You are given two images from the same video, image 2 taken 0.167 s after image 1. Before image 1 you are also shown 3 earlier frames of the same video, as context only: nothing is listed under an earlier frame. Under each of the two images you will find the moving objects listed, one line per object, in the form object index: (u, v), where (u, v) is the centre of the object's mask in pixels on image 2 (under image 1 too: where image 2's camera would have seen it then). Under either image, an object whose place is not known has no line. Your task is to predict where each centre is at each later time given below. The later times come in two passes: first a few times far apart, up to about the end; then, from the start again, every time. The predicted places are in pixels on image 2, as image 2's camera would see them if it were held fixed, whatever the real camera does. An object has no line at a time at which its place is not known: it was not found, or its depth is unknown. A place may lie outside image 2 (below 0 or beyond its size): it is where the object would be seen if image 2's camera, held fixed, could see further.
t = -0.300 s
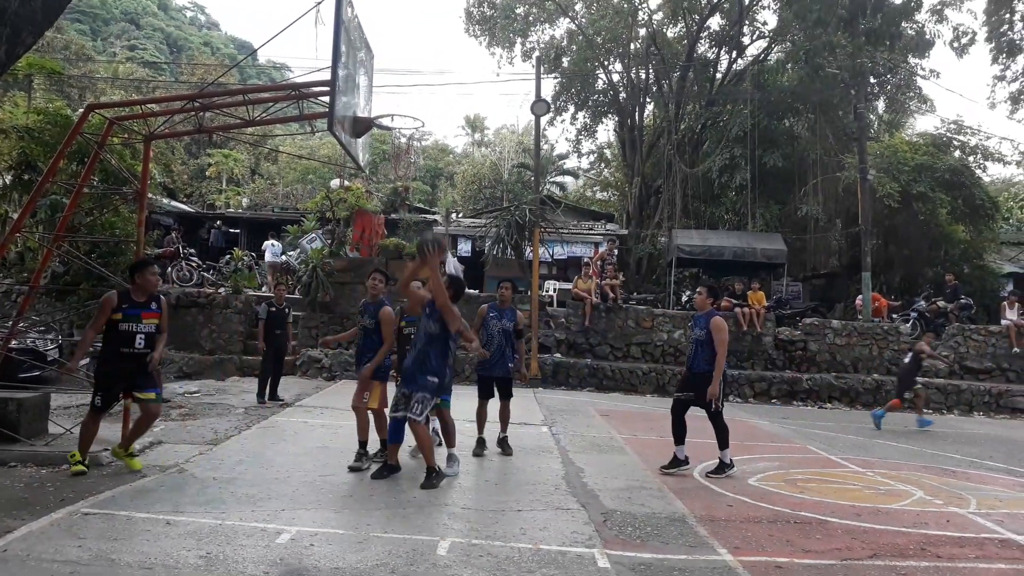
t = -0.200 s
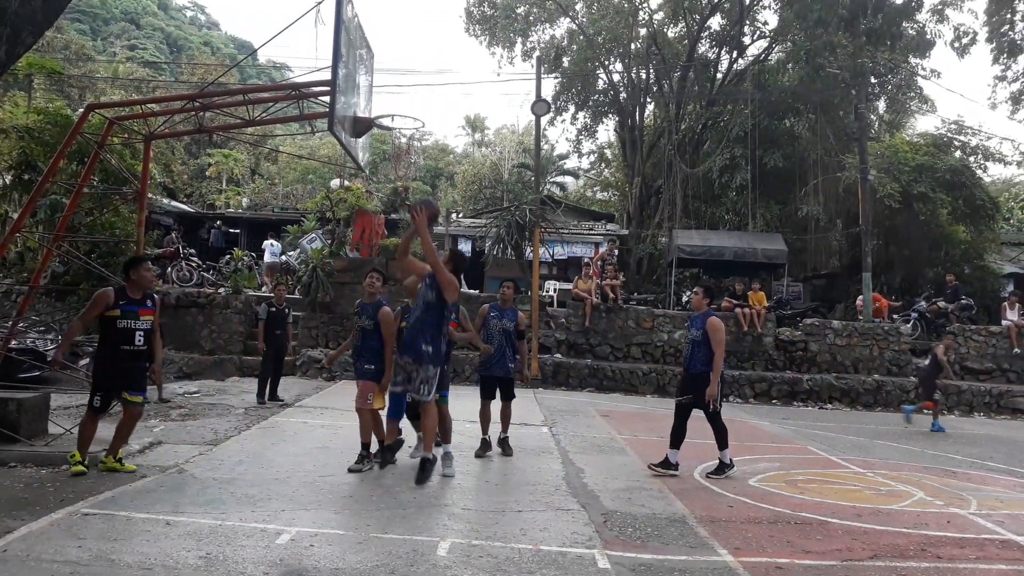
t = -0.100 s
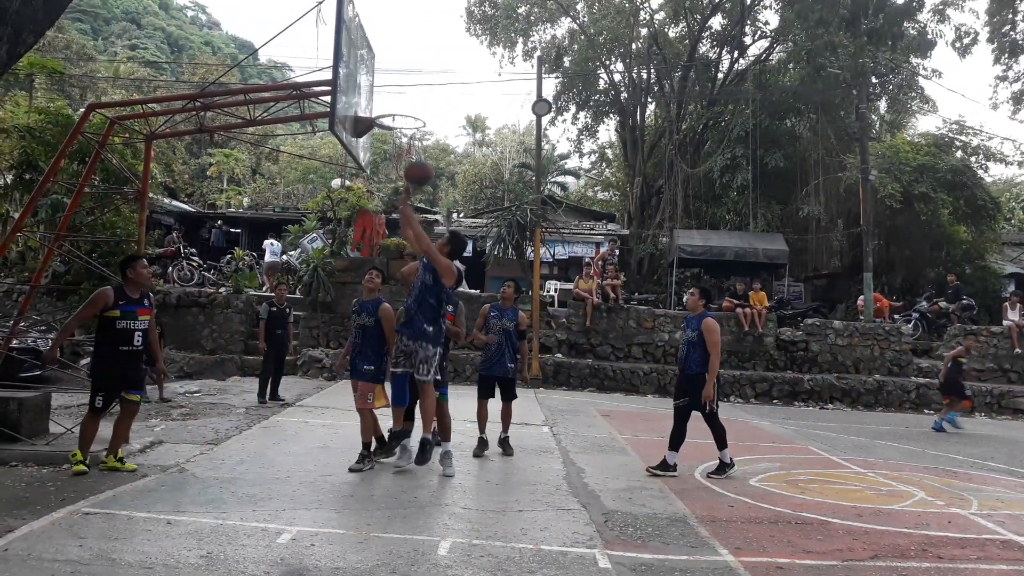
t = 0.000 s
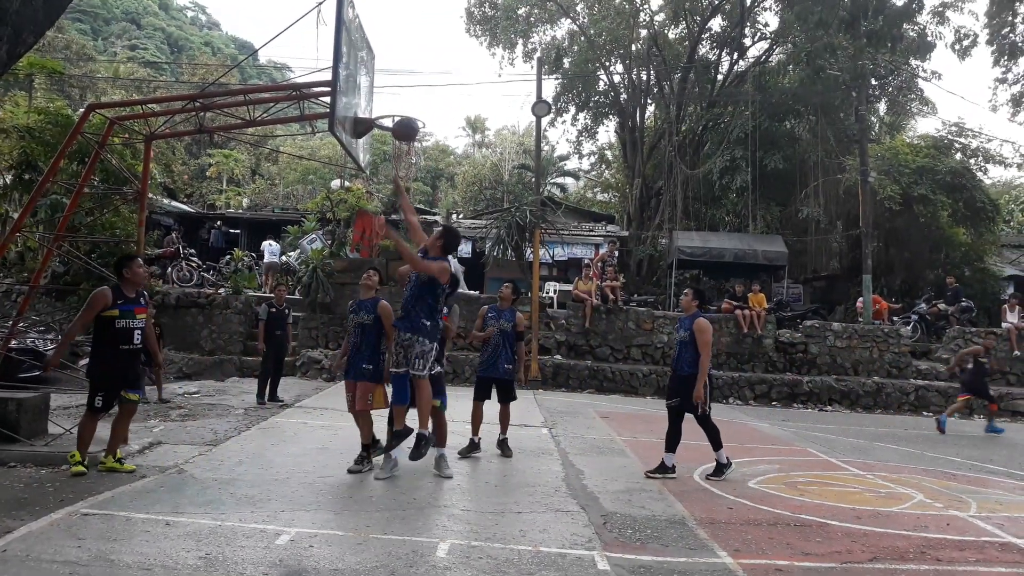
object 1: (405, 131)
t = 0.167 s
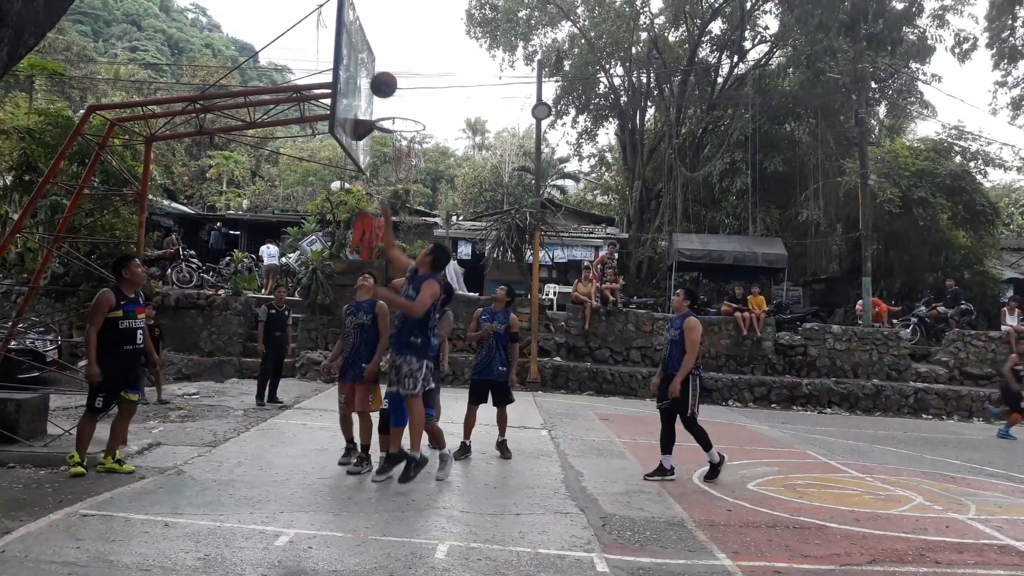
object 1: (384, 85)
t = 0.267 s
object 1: (371, 73)
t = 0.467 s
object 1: (389, 95)
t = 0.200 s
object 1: (379, 79)
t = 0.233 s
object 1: (375, 75)
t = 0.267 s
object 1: (371, 73)
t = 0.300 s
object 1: (370, 72)
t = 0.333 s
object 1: (374, 74)
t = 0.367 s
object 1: (378, 78)
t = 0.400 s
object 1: (382, 82)
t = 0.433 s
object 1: (386, 88)
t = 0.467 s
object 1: (389, 95)
